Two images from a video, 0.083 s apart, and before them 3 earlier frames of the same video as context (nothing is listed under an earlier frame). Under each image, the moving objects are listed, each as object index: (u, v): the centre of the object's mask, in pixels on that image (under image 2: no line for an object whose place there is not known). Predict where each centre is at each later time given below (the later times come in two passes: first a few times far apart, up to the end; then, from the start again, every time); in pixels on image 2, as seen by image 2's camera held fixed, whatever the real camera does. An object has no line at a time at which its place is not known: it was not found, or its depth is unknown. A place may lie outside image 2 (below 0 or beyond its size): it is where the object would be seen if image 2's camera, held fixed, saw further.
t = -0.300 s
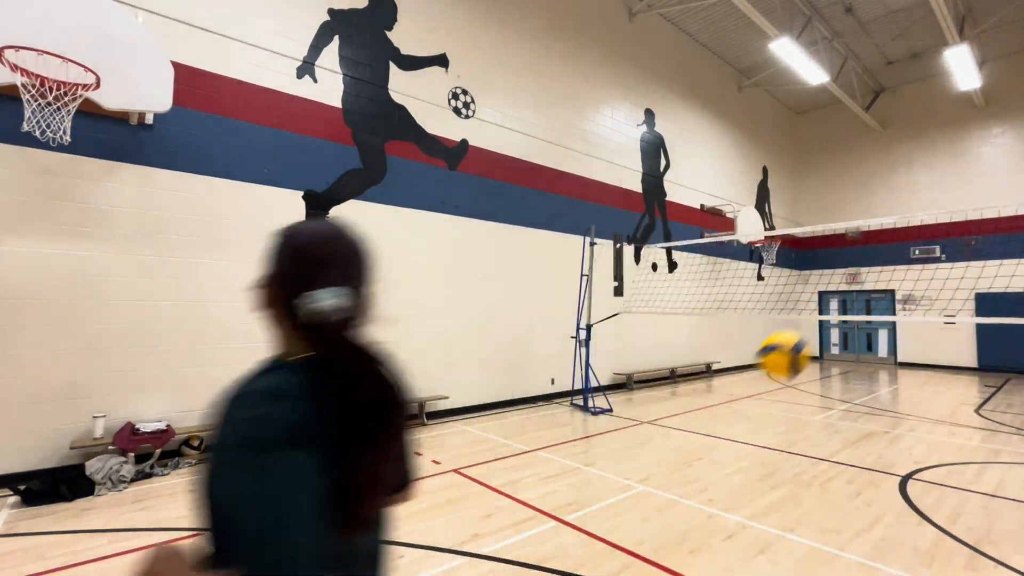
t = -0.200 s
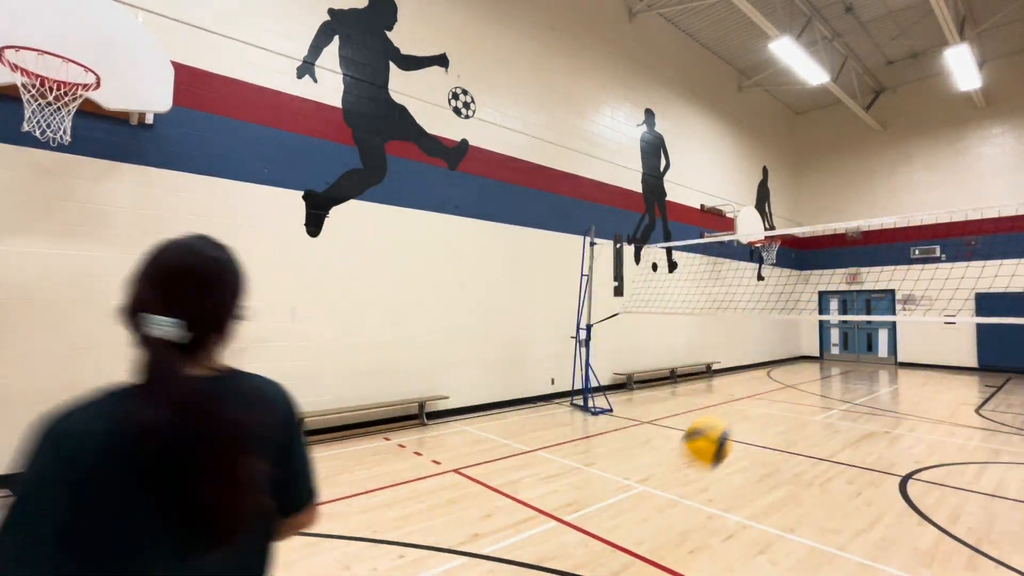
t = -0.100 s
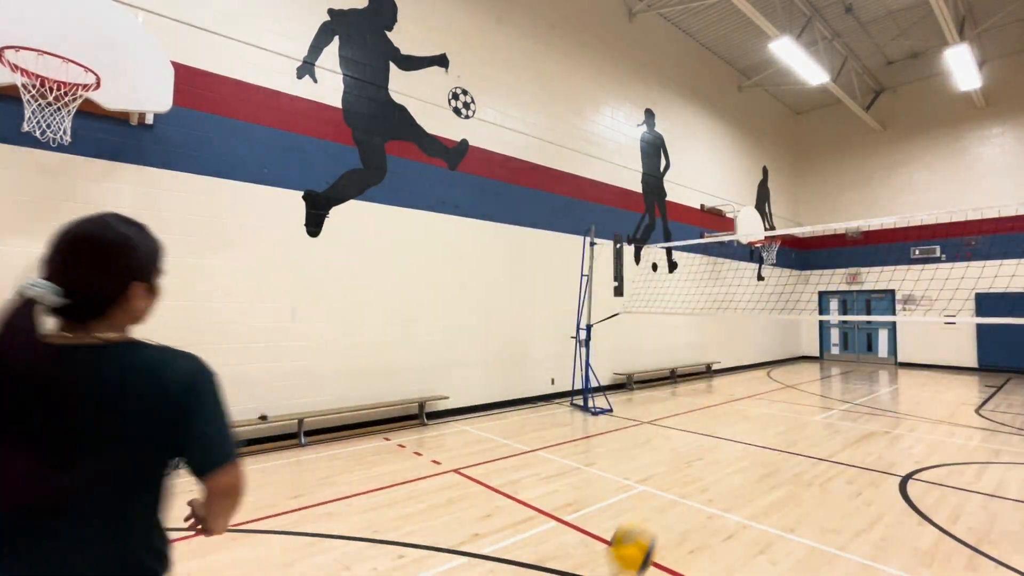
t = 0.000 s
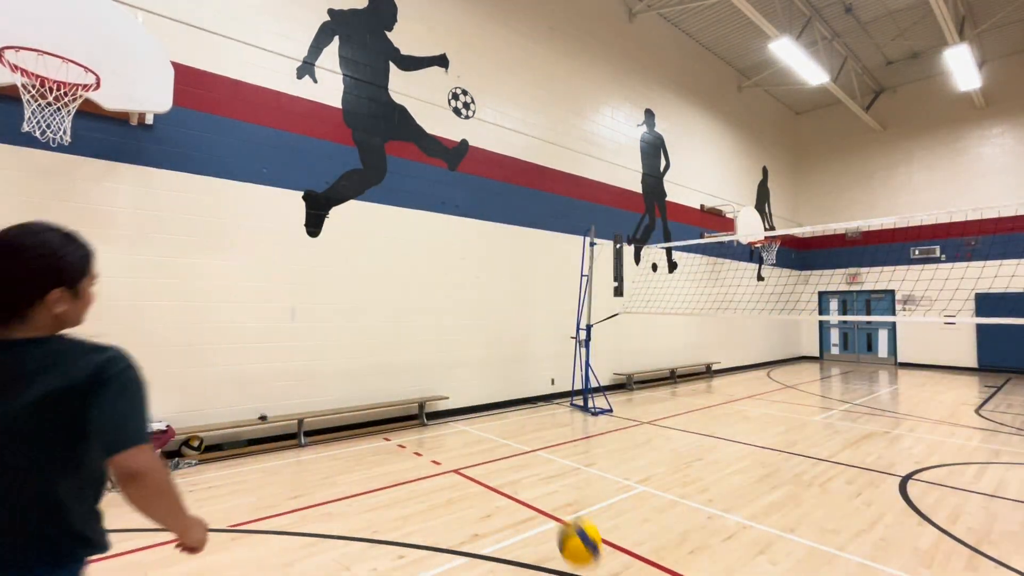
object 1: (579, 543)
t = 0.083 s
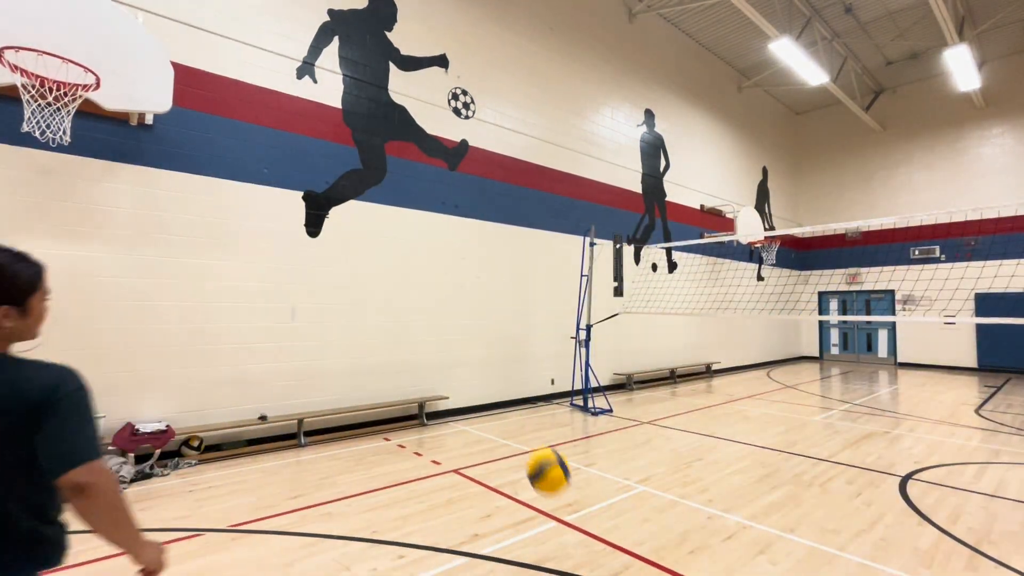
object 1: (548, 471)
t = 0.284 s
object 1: (479, 366)
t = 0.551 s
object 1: (392, 350)
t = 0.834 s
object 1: (300, 481)
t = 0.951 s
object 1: (267, 564)
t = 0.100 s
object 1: (542, 459)
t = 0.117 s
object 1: (537, 447)
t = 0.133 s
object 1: (531, 437)
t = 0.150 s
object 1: (525, 426)
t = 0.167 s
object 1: (520, 417)
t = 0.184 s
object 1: (514, 407)
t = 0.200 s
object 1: (507, 399)
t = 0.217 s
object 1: (501, 391)
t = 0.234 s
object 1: (497, 386)
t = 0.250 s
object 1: (490, 378)
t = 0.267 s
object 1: (485, 371)
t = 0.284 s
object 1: (479, 366)
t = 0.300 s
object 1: (473, 360)
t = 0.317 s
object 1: (468, 356)
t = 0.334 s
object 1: (463, 352)
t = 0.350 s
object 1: (456, 349)
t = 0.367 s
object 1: (451, 346)
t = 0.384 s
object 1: (446, 344)
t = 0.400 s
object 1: (440, 342)
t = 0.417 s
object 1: (435, 341)
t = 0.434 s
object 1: (429, 340)
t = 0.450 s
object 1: (424, 340)
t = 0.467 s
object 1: (419, 340)
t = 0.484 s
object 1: (413, 341)
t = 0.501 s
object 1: (407, 343)
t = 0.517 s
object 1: (402, 345)
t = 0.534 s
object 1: (397, 347)
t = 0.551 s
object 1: (392, 350)
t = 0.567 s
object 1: (386, 354)
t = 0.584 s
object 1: (381, 358)
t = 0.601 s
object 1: (375, 362)
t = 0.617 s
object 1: (370, 367)
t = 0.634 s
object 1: (365, 373)
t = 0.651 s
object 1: (359, 379)
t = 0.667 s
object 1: (354, 385)
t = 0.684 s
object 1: (349, 393)
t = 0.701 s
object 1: (343, 400)
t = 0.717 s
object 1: (338, 410)
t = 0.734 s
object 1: (332, 418)
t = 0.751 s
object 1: (327, 426)
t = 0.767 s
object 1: (321, 438)
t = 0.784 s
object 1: (316, 448)
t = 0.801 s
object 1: (311, 457)
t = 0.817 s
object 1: (305, 469)
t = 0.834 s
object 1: (300, 481)
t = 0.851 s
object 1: (295, 493)
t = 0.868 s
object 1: (290, 506)
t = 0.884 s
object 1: (285, 520)
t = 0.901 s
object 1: (280, 533)
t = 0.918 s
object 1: (275, 548)
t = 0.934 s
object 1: (271, 559)
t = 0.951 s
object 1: (267, 564)
